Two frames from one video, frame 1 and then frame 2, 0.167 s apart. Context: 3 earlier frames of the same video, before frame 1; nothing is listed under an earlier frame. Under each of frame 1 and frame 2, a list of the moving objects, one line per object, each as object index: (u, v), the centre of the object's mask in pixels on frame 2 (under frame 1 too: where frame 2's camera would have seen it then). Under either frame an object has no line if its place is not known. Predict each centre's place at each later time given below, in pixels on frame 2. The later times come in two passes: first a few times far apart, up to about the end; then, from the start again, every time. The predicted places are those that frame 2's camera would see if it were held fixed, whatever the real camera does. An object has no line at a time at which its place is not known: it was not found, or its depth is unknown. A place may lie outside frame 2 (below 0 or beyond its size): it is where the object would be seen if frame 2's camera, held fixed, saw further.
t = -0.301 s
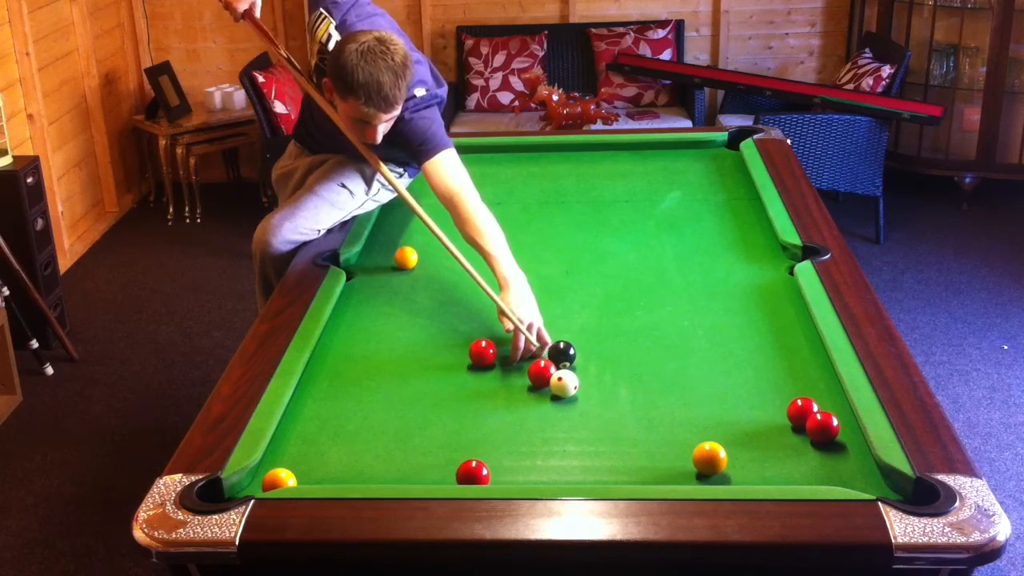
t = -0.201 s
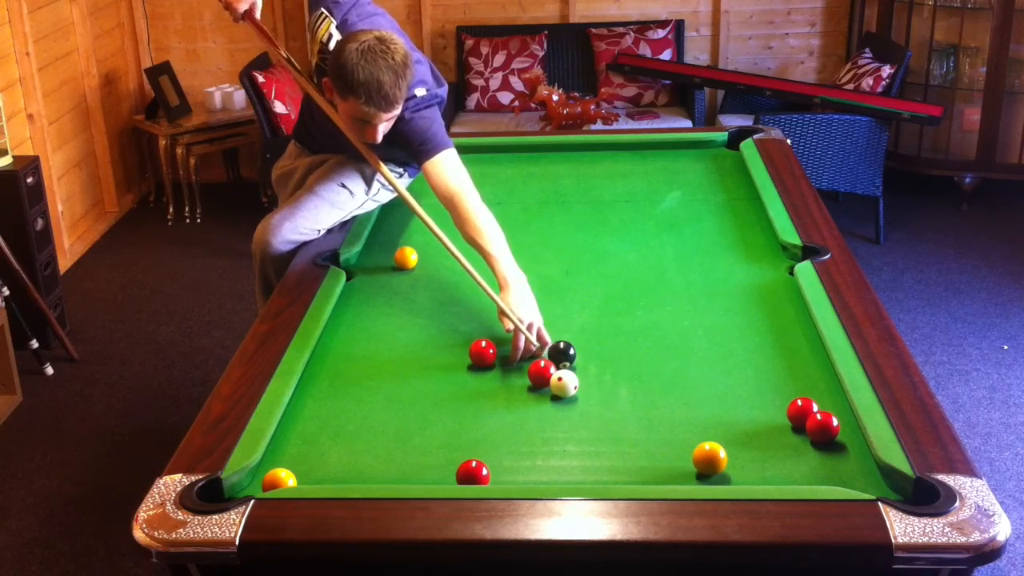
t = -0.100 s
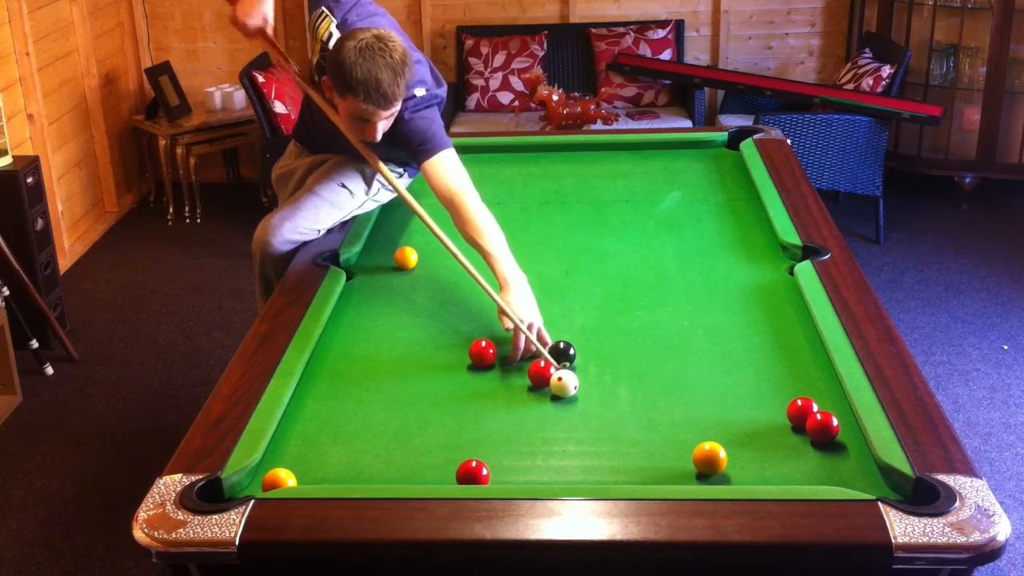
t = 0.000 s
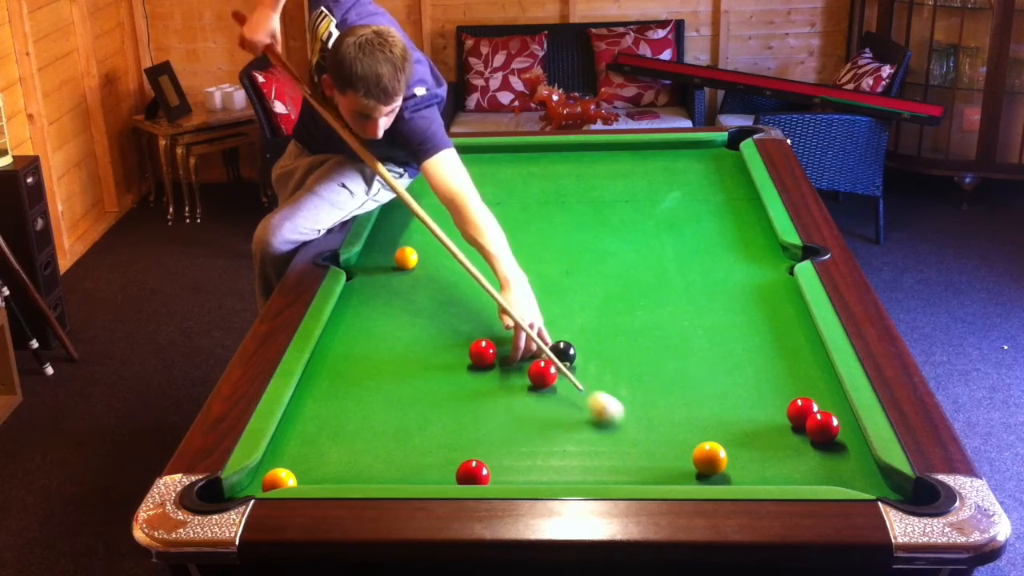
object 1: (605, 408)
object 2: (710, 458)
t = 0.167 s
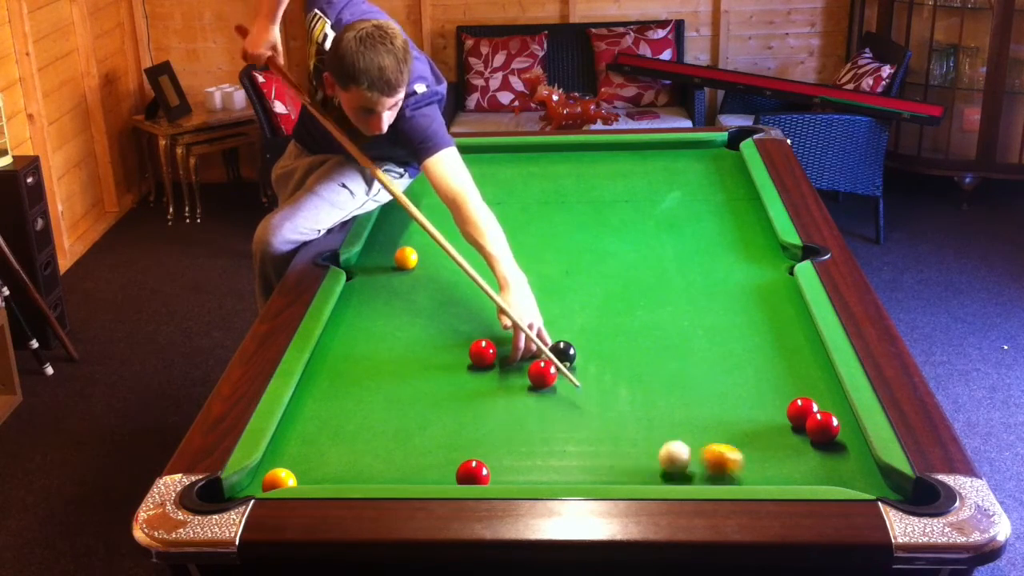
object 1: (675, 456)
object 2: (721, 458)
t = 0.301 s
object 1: (670, 475)
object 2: (782, 469)
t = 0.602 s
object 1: (654, 438)
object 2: (900, 495)
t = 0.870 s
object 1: (643, 408)
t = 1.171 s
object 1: (632, 379)
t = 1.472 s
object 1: (623, 356)
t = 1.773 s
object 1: (616, 337)
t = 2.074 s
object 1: (611, 322)
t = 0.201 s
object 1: (672, 463)
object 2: (739, 462)
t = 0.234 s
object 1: (671, 470)
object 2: (754, 465)
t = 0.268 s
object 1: (671, 475)
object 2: (768, 468)
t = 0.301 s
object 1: (670, 475)
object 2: (782, 469)
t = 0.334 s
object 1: (668, 472)
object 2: (795, 471)
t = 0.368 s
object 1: (666, 469)
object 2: (808, 473)
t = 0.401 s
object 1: (664, 464)
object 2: (823, 475)
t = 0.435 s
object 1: (662, 459)
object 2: (836, 477)
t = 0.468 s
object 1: (660, 455)
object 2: (849, 479)
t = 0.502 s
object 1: (659, 451)
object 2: (863, 482)
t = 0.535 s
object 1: (657, 446)
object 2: (876, 485)
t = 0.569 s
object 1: (655, 442)
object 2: (888, 488)
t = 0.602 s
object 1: (654, 438)
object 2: (900, 495)
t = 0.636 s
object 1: (653, 433)
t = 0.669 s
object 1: (651, 430)
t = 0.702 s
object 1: (650, 426)
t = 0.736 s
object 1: (648, 422)
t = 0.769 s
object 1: (647, 419)
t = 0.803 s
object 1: (645, 415)
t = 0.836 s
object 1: (644, 411)
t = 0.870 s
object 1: (643, 408)
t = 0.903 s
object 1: (642, 404)
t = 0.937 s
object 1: (640, 401)
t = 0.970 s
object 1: (639, 398)
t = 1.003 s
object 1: (638, 394)
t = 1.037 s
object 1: (637, 391)
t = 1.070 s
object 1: (635, 388)
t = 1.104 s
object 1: (634, 385)
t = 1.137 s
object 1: (633, 382)
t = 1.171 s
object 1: (632, 379)
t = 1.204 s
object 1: (631, 377)
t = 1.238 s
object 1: (630, 374)
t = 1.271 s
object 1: (629, 371)
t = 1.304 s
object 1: (628, 369)
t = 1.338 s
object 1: (627, 366)
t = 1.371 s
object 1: (626, 364)
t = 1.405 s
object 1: (625, 361)
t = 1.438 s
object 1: (624, 359)
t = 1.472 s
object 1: (623, 356)
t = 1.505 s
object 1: (622, 354)
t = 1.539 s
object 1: (622, 352)
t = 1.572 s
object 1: (621, 350)
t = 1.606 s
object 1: (620, 347)
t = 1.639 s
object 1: (619, 345)
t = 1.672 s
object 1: (618, 343)
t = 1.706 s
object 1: (618, 341)
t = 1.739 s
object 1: (617, 339)
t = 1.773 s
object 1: (616, 337)
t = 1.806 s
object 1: (616, 335)
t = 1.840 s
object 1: (615, 333)
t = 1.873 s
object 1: (615, 332)
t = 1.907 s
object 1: (614, 330)
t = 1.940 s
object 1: (613, 328)
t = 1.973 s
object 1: (612, 327)
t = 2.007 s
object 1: (612, 325)
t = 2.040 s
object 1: (611, 324)
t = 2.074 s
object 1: (611, 322)
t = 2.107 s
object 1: (610, 320)
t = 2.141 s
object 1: (610, 319)
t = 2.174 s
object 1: (609, 318)
